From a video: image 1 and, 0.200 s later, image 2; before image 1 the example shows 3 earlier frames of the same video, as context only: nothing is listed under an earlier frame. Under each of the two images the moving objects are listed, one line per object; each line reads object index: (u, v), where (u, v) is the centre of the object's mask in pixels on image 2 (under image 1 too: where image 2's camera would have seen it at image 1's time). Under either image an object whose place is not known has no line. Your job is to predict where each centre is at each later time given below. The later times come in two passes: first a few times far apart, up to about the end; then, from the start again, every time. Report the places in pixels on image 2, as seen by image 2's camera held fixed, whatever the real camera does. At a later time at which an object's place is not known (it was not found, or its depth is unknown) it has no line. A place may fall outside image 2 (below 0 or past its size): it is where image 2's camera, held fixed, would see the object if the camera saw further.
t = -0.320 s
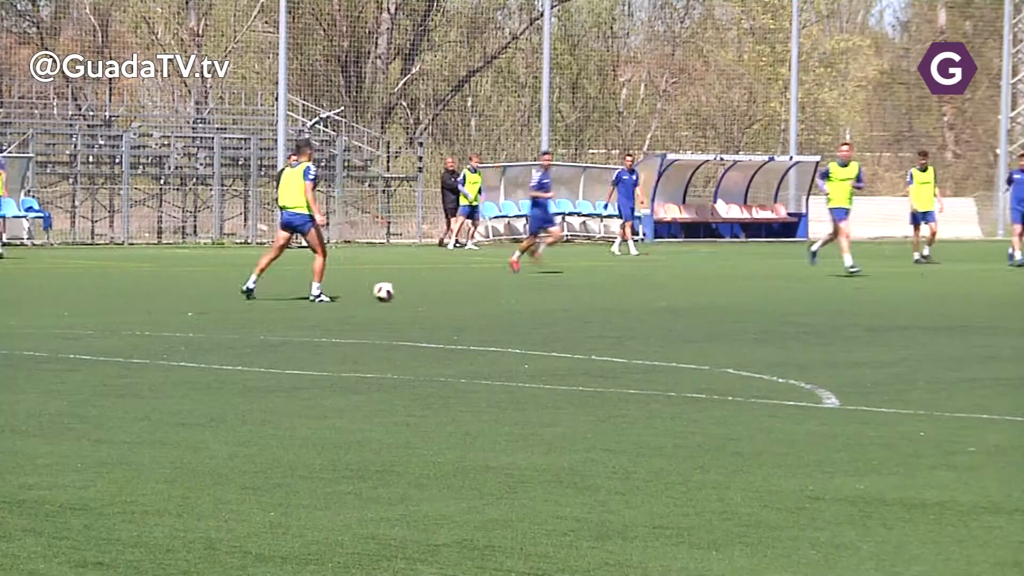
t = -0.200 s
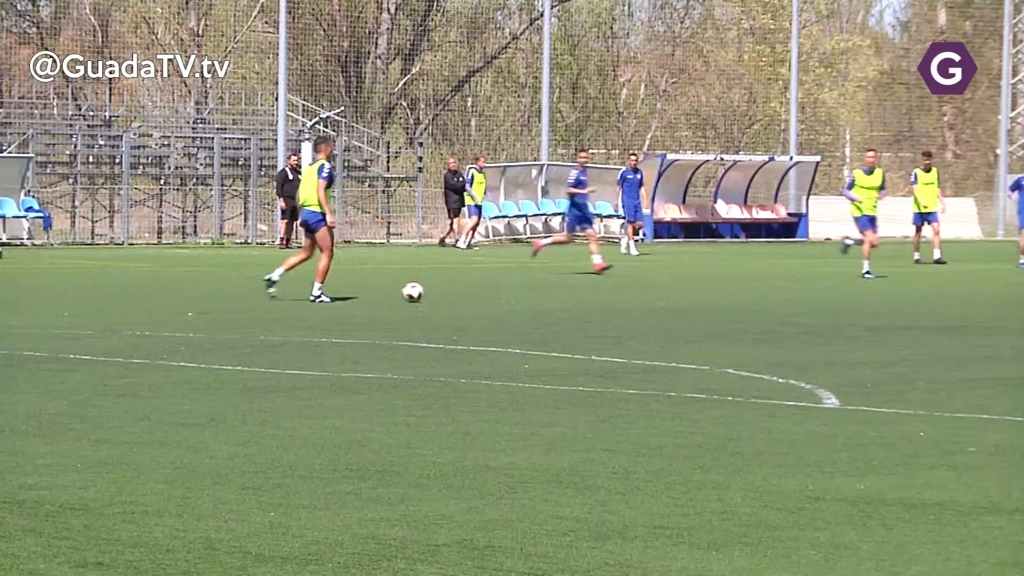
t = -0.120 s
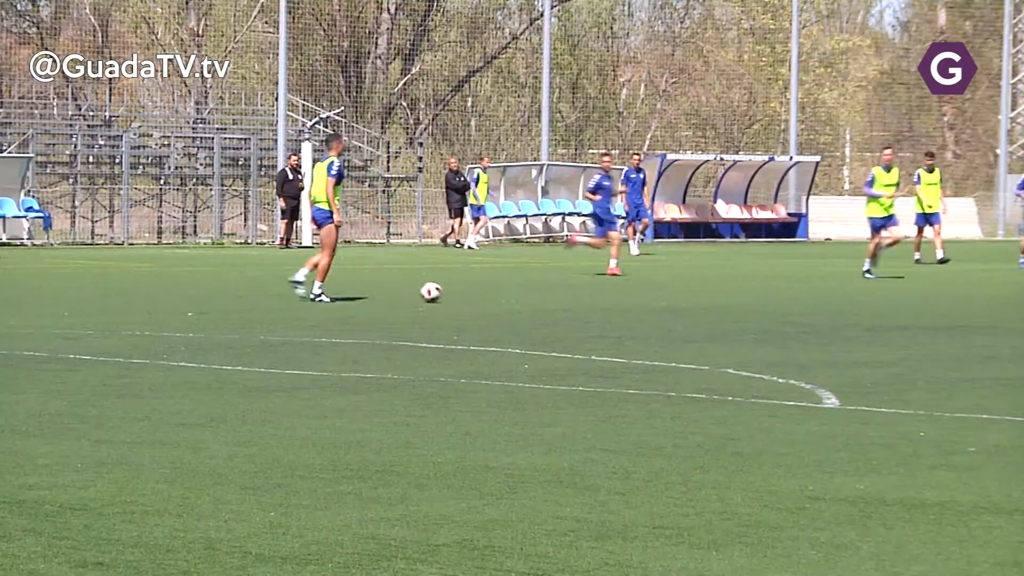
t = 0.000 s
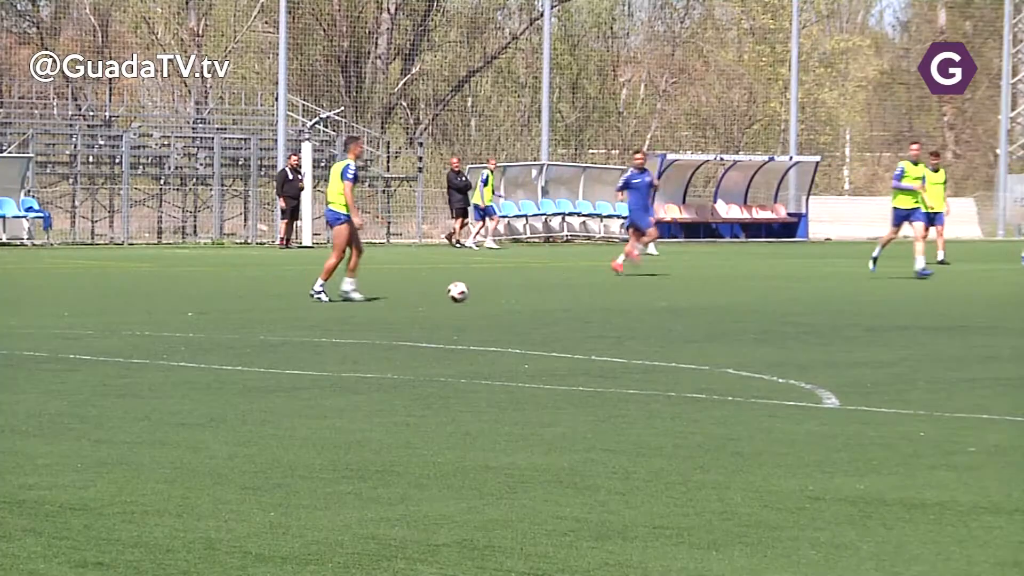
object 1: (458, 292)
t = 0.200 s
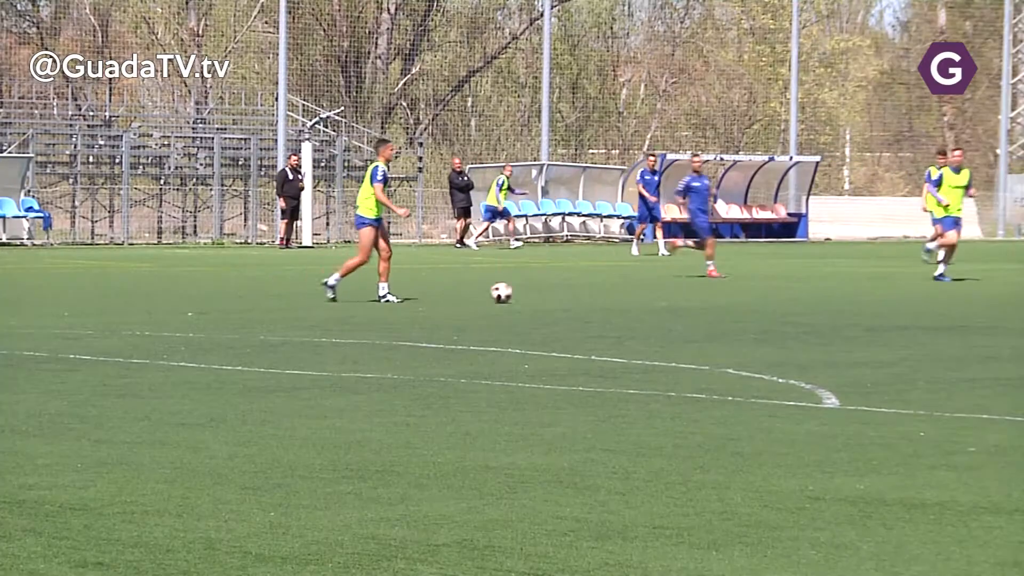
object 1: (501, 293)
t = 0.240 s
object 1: (510, 293)
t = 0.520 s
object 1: (567, 294)
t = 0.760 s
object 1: (613, 294)
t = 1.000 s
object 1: (656, 294)
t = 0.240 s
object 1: (510, 293)
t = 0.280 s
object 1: (518, 293)
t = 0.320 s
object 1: (526, 293)
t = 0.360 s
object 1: (535, 293)
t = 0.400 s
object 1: (543, 293)
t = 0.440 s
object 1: (551, 293)
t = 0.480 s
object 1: (559, 293)
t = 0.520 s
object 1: (567, 294)
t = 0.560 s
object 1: (574, 294)
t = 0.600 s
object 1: (582, 294)
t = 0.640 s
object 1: (590, 294)
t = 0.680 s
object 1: (598, 294)
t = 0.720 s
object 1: (605, 294)
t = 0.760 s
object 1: (613, 294)
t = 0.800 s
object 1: (620, 294)
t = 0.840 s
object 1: (628, 294)
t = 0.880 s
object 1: (635, 294)
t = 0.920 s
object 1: (642, 294)
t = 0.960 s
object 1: (649, 294)
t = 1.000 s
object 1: (656, 294)
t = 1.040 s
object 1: (663, 294)
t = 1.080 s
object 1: (671, 294)
